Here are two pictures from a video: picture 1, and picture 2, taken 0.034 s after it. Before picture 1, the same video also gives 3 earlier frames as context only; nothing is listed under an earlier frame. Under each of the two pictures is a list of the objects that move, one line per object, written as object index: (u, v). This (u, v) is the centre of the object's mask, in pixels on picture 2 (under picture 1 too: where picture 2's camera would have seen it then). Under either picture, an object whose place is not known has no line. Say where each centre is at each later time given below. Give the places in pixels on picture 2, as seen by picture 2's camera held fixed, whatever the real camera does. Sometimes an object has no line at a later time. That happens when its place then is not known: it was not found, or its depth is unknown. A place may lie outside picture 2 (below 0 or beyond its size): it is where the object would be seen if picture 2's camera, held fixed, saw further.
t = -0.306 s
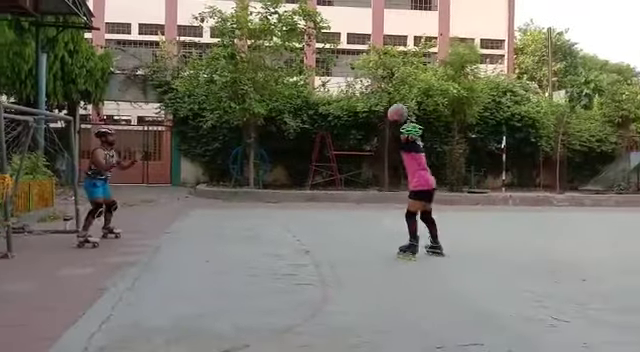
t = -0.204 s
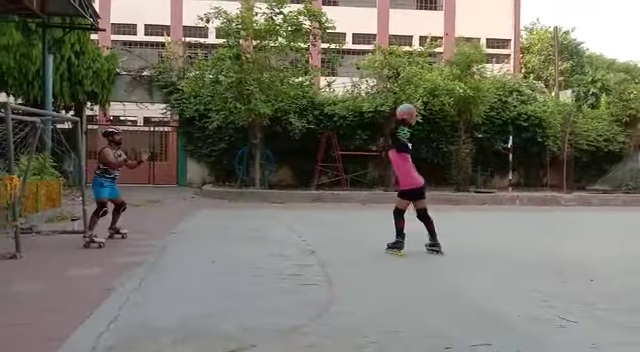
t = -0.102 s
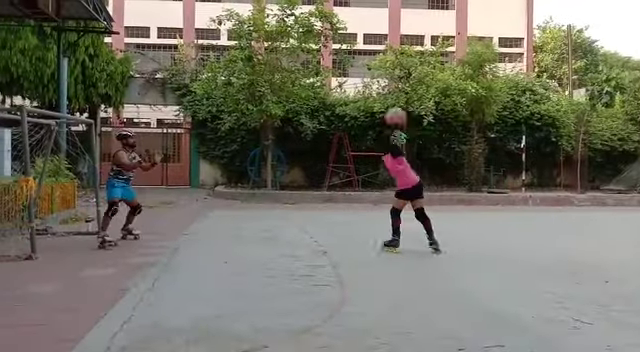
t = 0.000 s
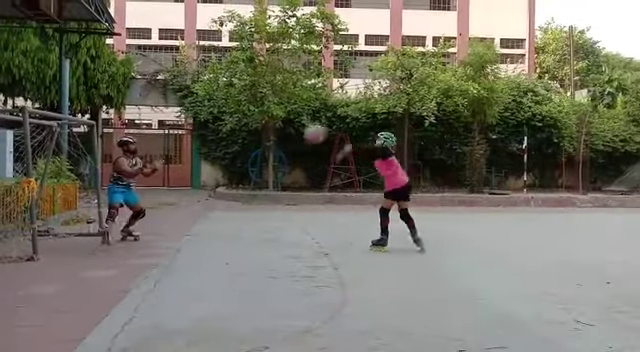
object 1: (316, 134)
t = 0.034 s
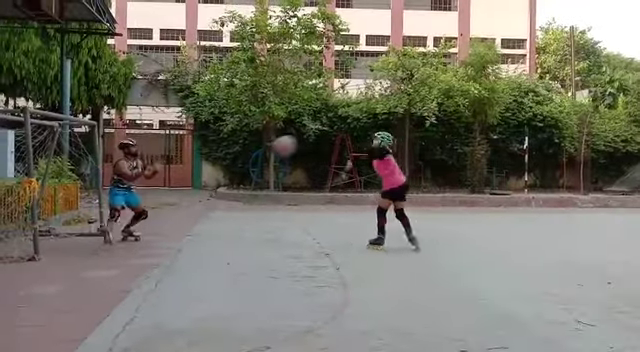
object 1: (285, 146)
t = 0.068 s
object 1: (252, 157)
